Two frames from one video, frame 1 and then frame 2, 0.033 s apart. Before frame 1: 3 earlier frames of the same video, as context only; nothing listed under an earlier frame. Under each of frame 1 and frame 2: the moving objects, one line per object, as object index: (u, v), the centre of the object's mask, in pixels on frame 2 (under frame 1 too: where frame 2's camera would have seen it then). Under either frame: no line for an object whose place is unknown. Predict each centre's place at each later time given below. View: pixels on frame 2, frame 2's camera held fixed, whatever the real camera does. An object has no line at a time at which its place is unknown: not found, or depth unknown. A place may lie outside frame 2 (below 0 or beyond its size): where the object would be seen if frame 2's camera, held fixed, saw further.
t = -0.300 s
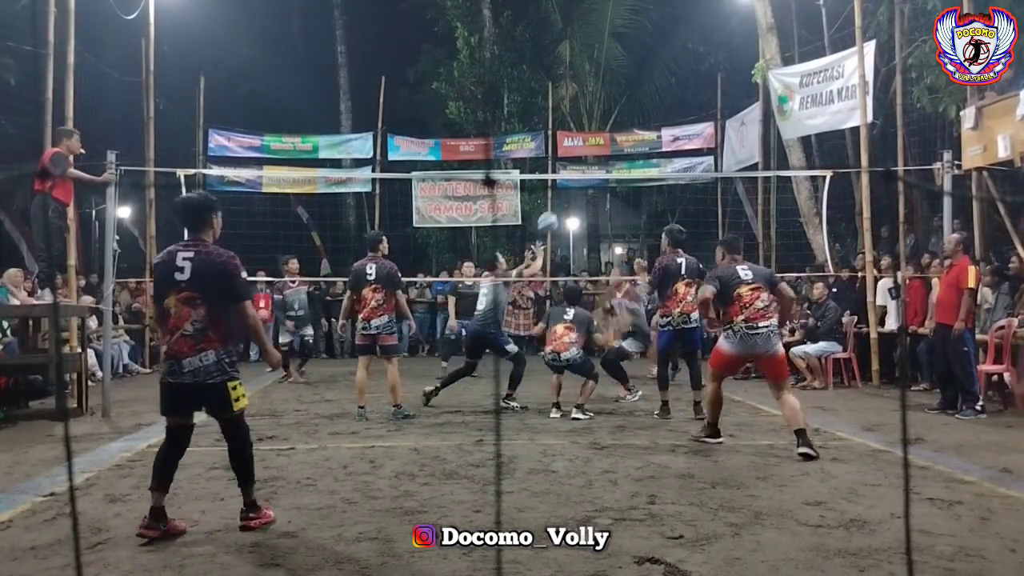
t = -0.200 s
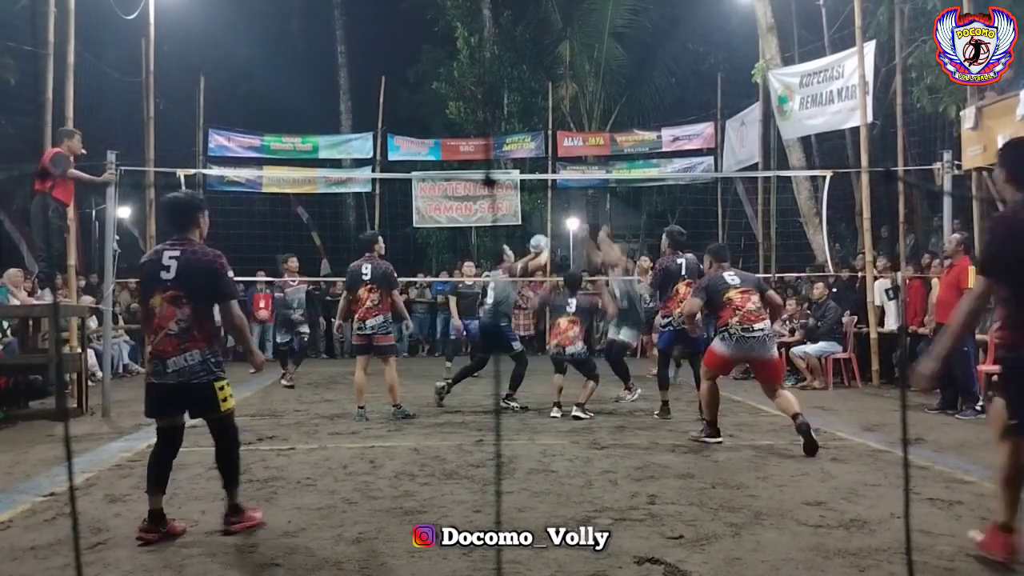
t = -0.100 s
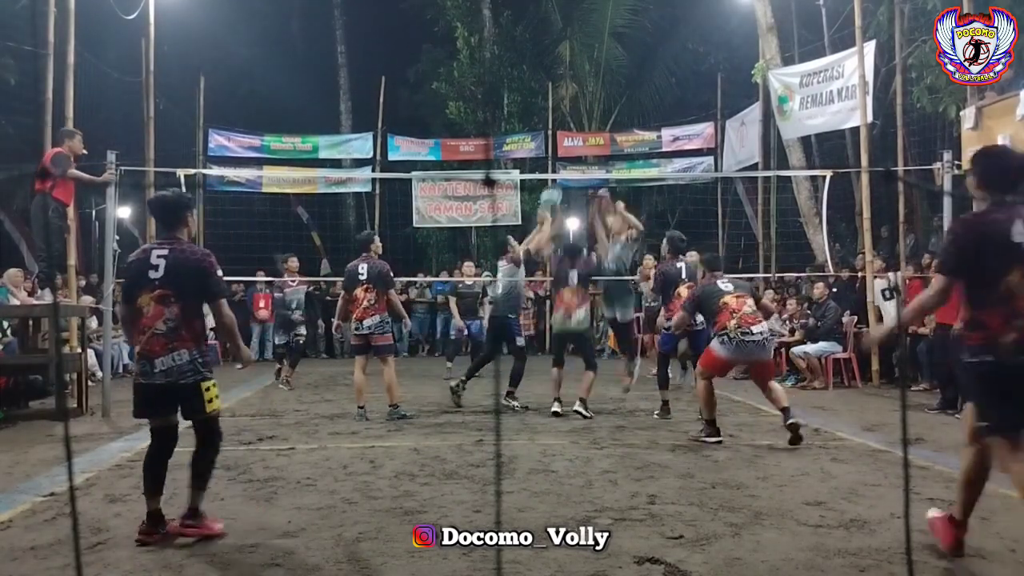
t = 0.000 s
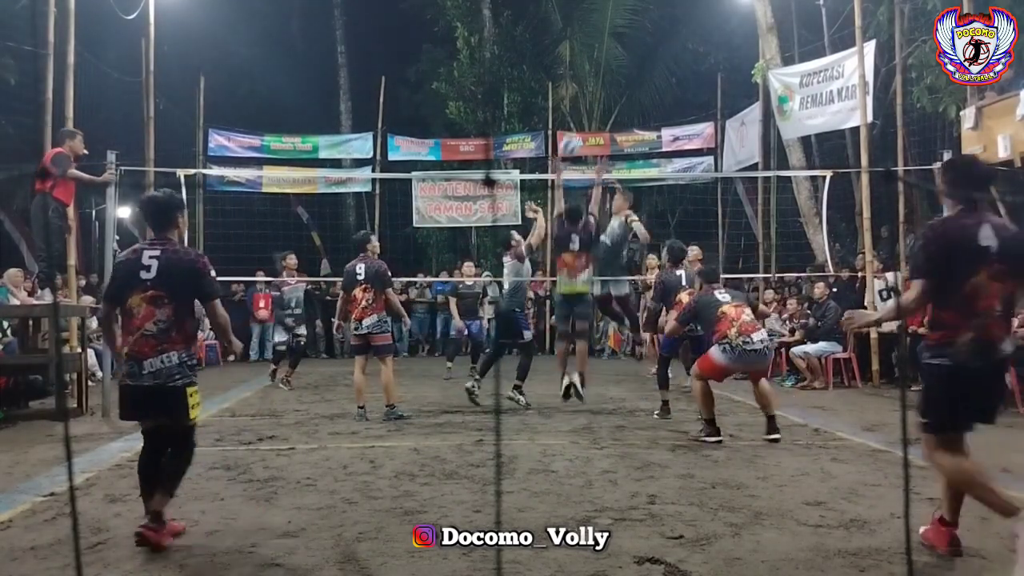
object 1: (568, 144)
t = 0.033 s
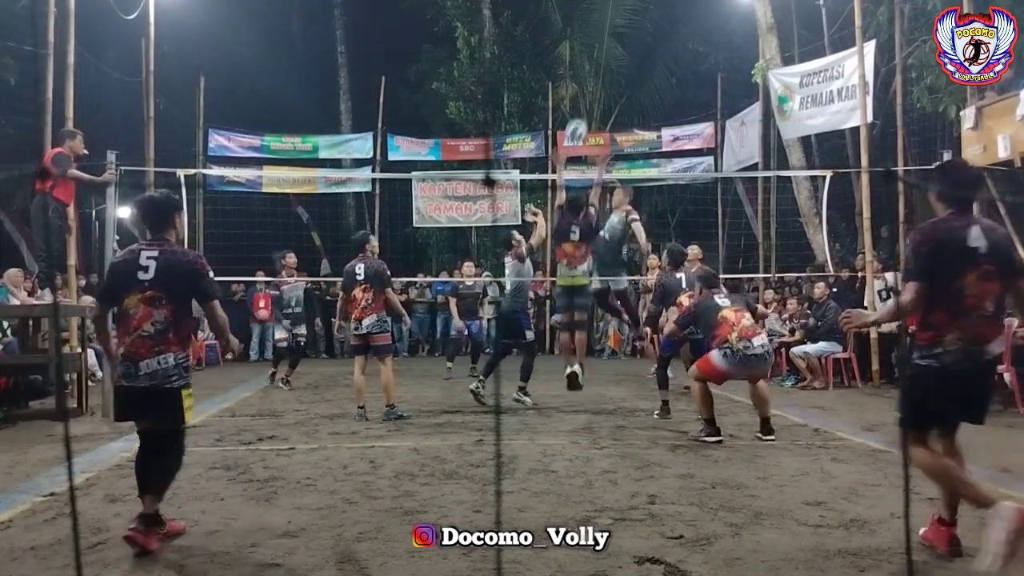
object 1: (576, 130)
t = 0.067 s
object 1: (583, 116)
